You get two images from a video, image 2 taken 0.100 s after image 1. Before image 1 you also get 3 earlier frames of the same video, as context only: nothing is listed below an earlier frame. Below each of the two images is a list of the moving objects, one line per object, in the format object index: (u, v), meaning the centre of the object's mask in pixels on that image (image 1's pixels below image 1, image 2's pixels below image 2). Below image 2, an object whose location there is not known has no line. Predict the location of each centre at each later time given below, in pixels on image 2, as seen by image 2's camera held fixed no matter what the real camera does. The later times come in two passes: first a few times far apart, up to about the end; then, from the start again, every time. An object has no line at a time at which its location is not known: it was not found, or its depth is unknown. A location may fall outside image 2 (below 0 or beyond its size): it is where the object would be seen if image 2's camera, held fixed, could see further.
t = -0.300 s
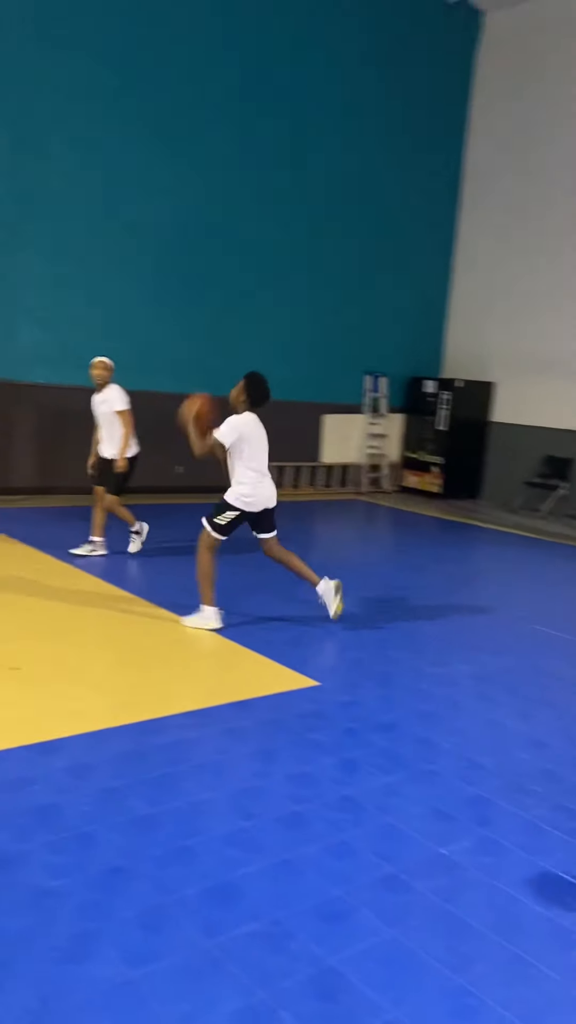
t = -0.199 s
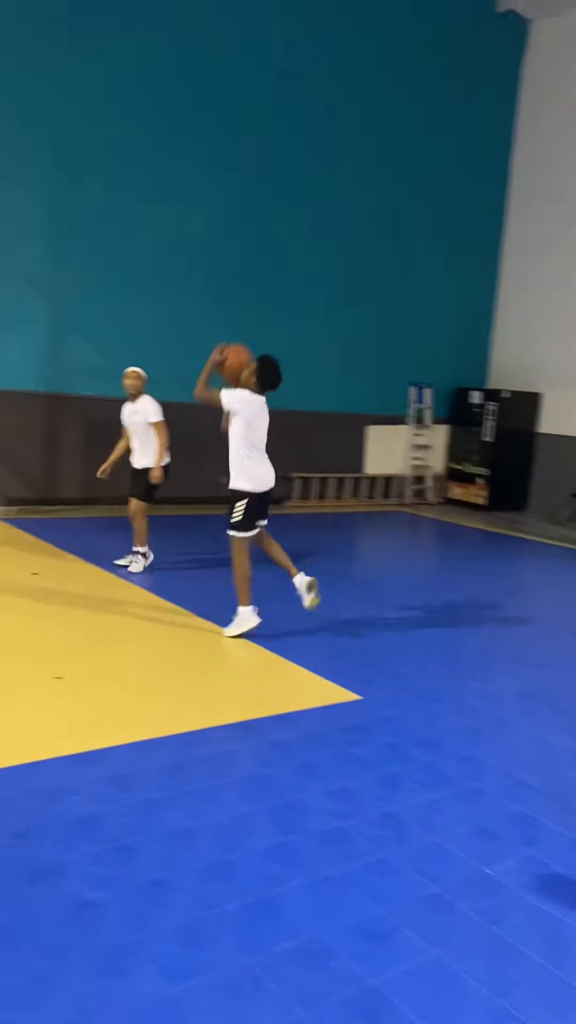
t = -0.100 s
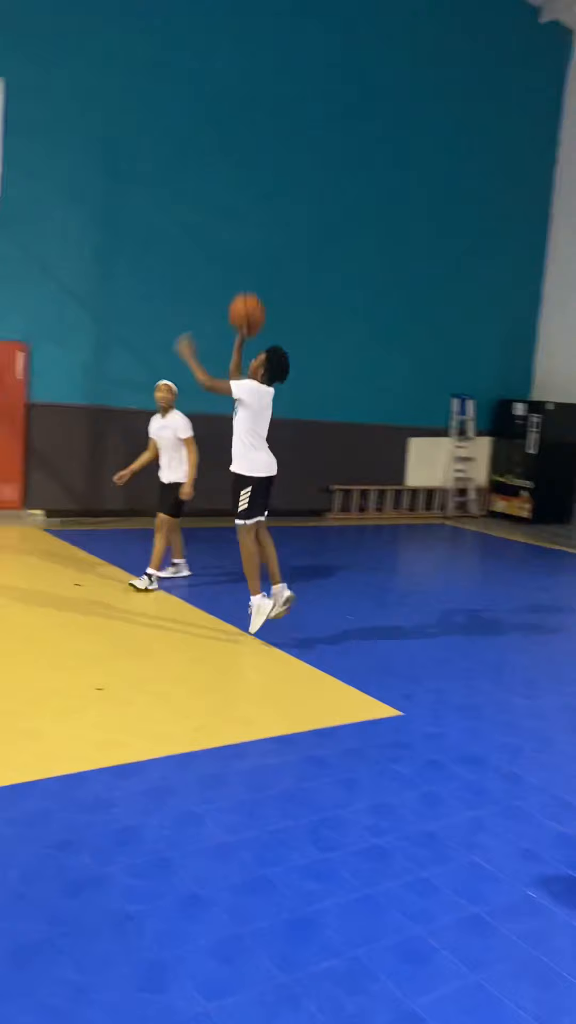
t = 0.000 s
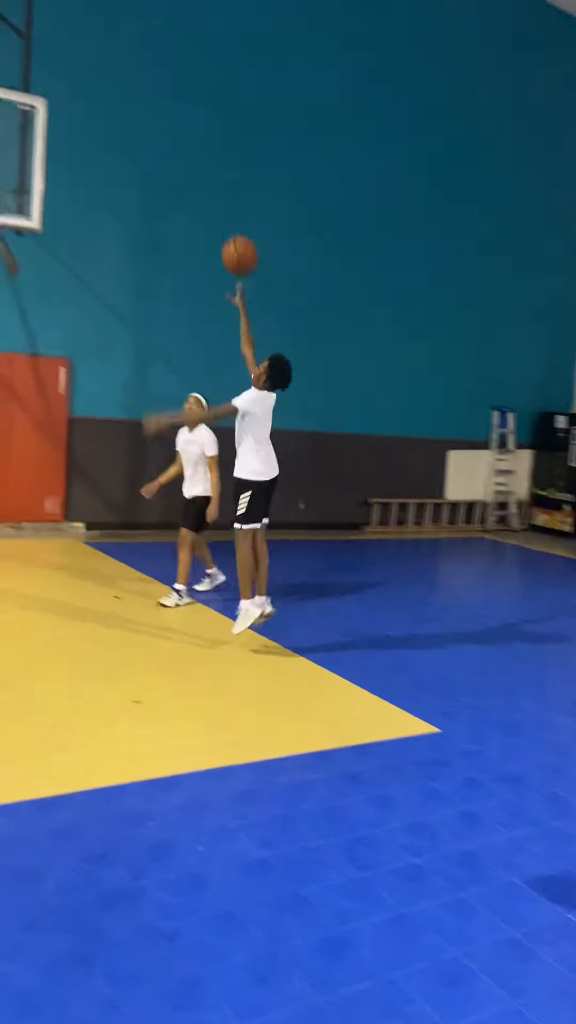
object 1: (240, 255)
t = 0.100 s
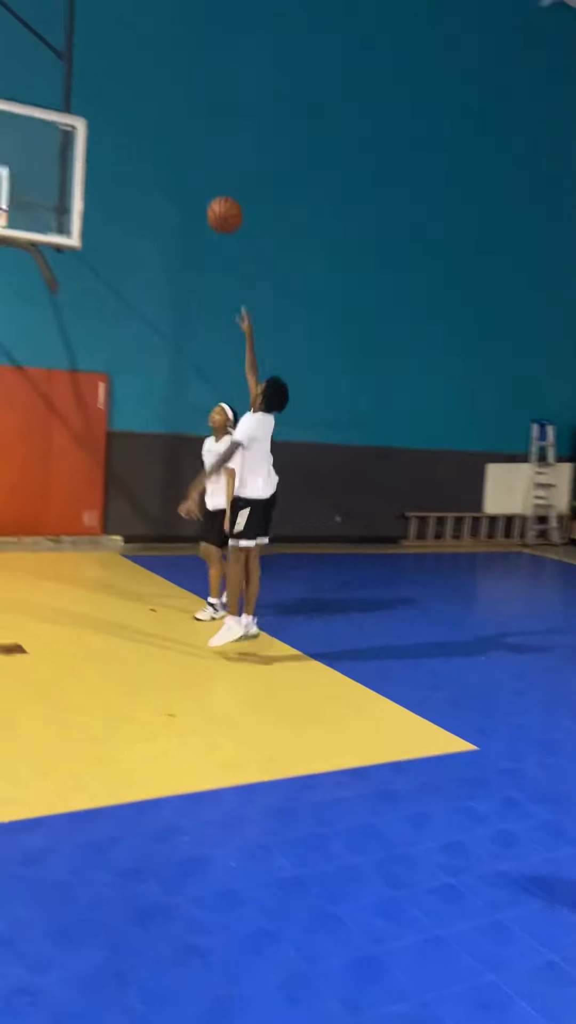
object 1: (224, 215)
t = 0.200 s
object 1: (176, 176)
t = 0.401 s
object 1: (84, 146)
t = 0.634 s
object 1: (-13, 181)
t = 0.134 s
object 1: (208, 200)
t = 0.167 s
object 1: (192, 187)
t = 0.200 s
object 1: (176, 176)
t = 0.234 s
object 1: (160, 167)
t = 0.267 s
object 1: (144, 160)
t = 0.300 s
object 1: (129, 154)
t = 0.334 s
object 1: (113, 150)
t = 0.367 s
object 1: (99, 147)
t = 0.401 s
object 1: (84, 146)
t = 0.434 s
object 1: (69, 147)
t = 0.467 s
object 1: (56, 149)
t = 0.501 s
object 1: (41, 152)
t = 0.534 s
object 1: (28, 157)
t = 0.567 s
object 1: (14, 164)
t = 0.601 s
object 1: (1, 171)
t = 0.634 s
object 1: (-13, 181)
